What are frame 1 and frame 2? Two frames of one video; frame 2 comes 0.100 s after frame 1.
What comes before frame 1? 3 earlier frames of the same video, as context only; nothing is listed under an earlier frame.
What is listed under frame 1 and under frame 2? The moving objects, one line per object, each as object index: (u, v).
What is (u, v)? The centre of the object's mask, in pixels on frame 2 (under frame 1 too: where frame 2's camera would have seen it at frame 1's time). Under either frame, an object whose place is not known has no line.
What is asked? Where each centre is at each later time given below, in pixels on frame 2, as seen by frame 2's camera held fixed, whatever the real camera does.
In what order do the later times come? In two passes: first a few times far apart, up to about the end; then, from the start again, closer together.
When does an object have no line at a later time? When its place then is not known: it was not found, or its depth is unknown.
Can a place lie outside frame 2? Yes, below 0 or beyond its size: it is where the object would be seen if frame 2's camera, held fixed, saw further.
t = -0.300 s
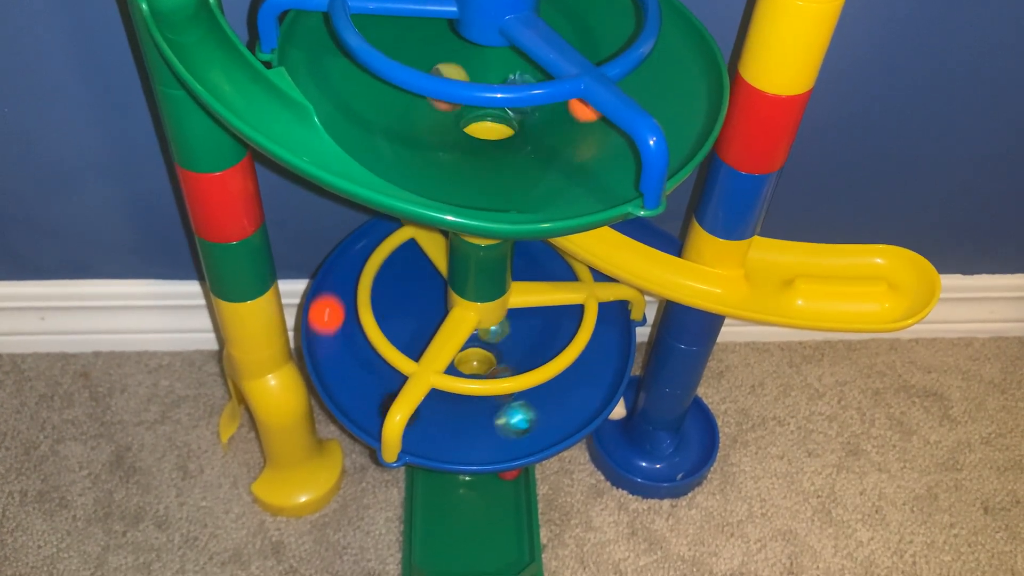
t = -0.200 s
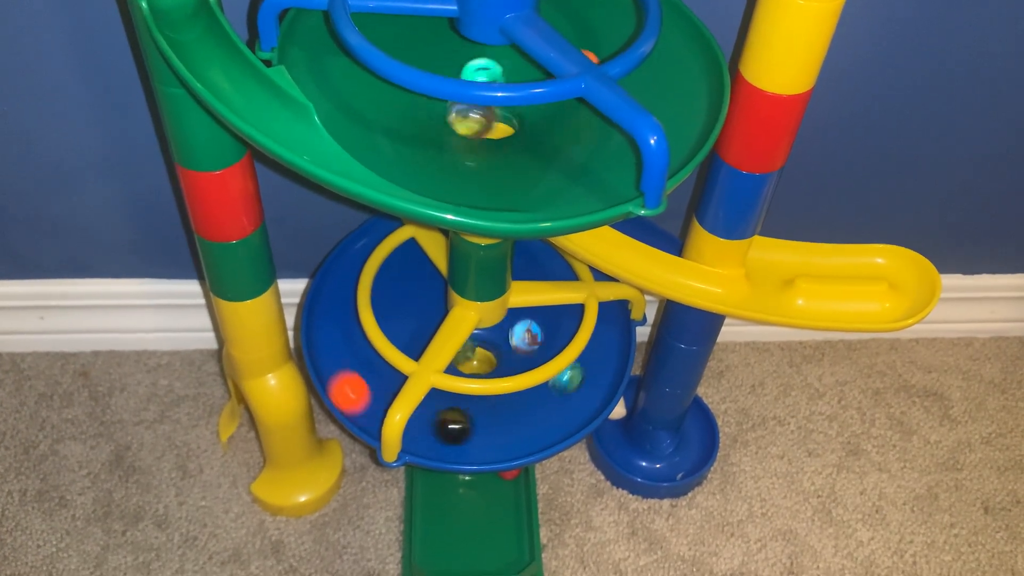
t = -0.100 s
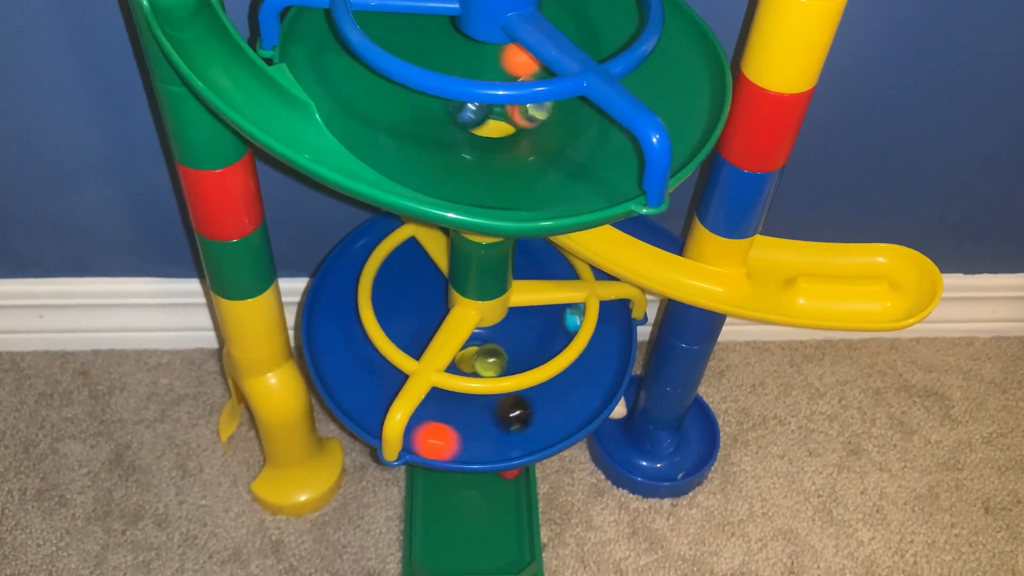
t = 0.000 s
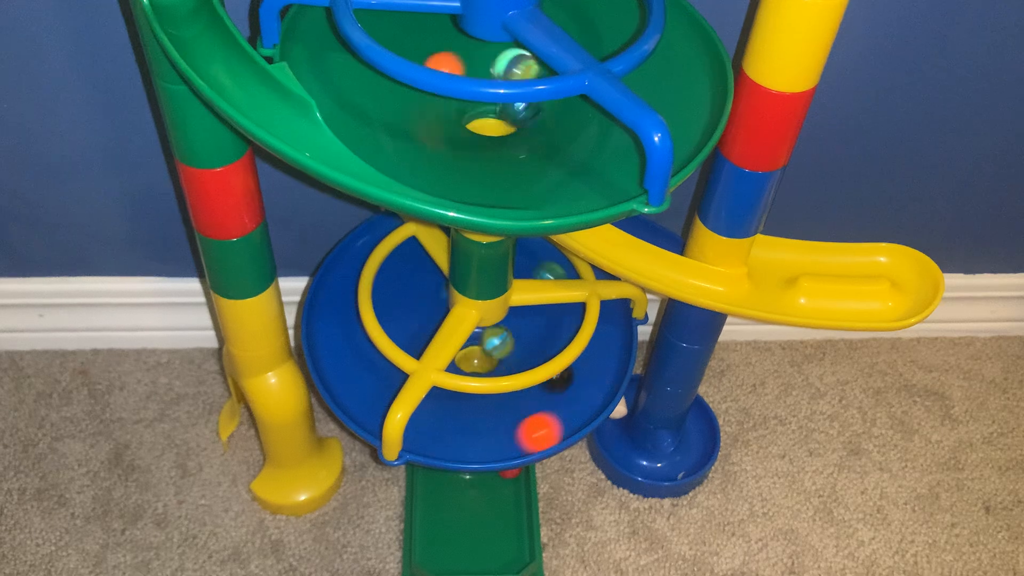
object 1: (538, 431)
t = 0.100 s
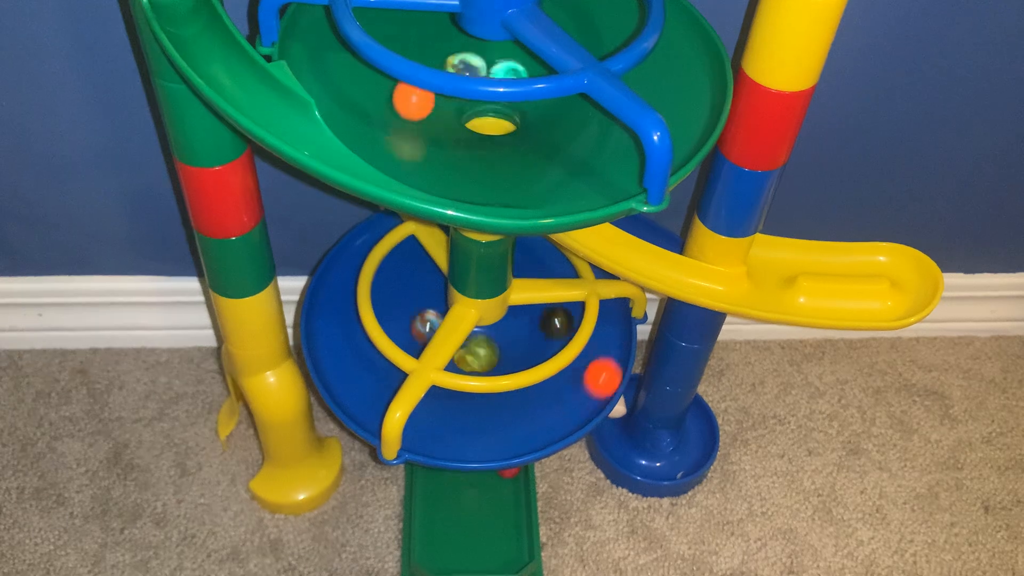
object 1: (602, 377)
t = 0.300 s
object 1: (567, 265)
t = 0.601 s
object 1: (398, 259)
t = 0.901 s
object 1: (377, 419)
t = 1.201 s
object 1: (590, 391)
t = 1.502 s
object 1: (549, 268)
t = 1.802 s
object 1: (374, 353)
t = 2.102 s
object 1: (476, 444)
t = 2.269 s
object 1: (549, 404)
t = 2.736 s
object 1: (386, 300)
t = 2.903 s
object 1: (390, 374)
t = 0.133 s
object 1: (610, 355)
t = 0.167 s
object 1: (612, 332)
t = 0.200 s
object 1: (612, 314)
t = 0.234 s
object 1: (608, 304)
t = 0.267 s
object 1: (599, 272)
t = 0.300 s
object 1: (567, 265)
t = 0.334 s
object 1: (553, 252)
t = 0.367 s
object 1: (538, 244)
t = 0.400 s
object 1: (525, 240)
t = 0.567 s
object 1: (410, 250)
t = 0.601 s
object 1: (398, 259)
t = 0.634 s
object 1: (386, 273)
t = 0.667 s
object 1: (378, 289)
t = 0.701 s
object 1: (350, 310)
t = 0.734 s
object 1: (350, 329)
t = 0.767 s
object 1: (351, 348)
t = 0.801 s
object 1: (355, 368)
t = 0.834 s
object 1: (362, 389)
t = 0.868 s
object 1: (370, 407)
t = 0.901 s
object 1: (377, 419)
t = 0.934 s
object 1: (418, 434)
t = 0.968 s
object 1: (437, 438)
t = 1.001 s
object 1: (463, 440)
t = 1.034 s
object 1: (488, 439)
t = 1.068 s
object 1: (513, 435)
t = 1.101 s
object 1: (537, 427)
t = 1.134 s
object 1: (558, 417)
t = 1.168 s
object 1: (575, 405)
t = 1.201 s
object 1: (590, 391)
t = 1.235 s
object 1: (600, 376)
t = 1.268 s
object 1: (607, 359)
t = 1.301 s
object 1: (609, 344)
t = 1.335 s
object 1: (609, 329)
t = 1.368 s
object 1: (608, 316)
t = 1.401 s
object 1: (604, 308)
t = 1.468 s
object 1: (563, 271)
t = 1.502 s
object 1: (549, 268)
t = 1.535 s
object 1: (530, 265)
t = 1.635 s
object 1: (443, 280)
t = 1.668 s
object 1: (432, 284)
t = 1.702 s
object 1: (415, 296)
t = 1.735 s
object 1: (399, 311)
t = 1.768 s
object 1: (393, 323)
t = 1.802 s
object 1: (374, 353)
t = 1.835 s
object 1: (378, 366)
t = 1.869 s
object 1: (382, 380)
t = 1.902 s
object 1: (383, 393)
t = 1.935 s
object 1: (385, 404)
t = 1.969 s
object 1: (417, 426)
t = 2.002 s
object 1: (425, 433)
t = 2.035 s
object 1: (441, 440)
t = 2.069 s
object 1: (458, 443)
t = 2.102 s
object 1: (476, 444)
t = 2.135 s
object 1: (494, 441)
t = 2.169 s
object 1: (510, 436)
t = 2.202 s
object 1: (525, 428)
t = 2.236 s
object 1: (538, 417)
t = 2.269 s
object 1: (549, 404)
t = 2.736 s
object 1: (386, 300)
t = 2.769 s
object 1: (383, 310)
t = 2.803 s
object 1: (384, 321)
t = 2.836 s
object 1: (369, 348)
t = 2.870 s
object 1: (380, 362)
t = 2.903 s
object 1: (390, 374)
